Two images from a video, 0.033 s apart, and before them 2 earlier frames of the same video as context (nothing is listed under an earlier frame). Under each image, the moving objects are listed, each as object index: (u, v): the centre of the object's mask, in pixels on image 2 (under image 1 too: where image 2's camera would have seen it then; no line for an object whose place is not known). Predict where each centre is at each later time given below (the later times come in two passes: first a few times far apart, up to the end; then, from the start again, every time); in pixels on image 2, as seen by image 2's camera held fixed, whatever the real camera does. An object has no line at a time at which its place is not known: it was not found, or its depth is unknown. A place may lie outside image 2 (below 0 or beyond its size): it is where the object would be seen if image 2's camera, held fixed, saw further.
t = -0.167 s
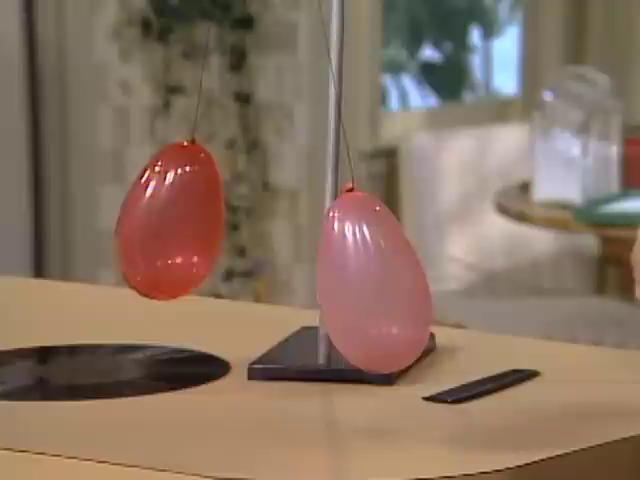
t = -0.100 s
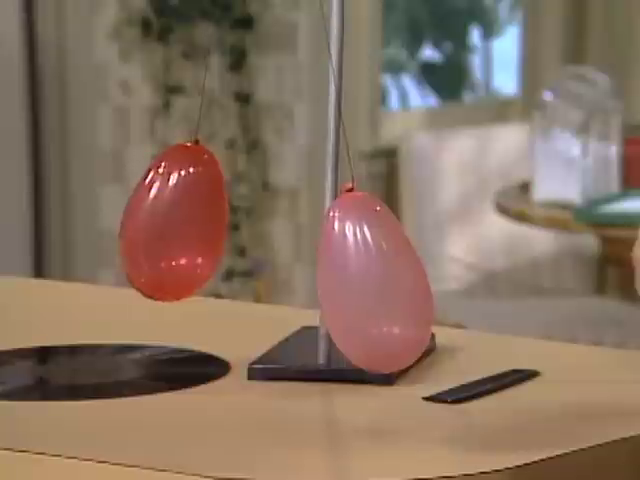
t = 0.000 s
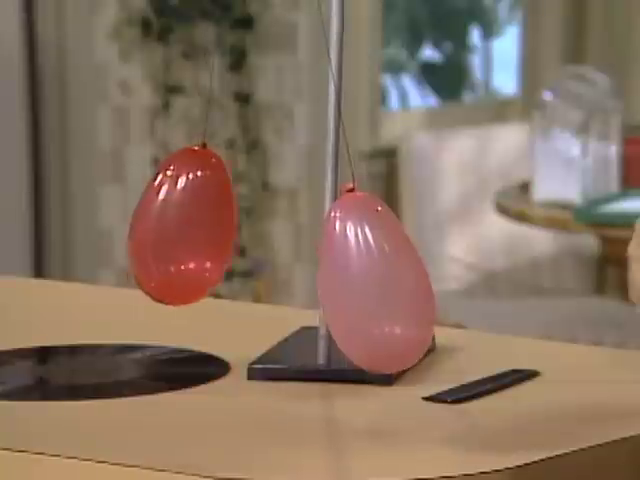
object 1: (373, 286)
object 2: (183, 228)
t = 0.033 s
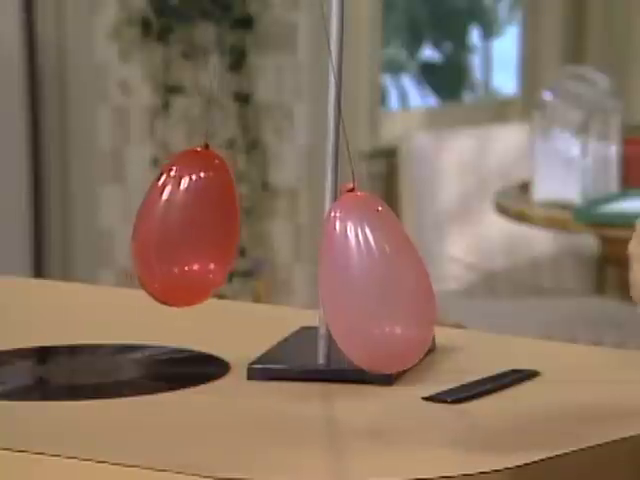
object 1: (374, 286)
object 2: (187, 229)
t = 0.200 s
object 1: (376, 286)
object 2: (207, 236)
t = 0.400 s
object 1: (378, 286)
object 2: (230, 242)
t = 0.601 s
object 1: (381, 285)
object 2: (247, 244)
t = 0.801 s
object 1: (380, 285)
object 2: (252, 241)
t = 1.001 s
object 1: (375, 287)
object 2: (249, 236)
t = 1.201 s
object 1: (365, 289)
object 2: (243, 231)
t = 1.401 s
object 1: (353, 291)
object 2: (235, 226)
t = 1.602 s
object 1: (341, 291)
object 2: (229, 224)
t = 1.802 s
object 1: (337, 290)
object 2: (226, 221)
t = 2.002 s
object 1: (337, 291)
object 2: (226, 218)
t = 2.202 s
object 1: (341, 292)
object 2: (228, 214)
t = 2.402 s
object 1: (345, 292)
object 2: (236, 216)
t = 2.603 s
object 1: (349, 292)
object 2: (249, 223)
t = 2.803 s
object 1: (350, 291)
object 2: (260, 231)
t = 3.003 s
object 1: (349, 291)
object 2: (268, 238)
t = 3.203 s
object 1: (346, 292)
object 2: (270, 240)
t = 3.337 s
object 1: (343, 292)
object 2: (268, 239)
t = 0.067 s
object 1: (374, 286)
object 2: (190, 231)
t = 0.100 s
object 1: (375, 286)
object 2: (194, 232)
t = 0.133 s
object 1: (375, 286)
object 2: (198, 233)
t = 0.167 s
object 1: (375, 286)
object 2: (202, 235)
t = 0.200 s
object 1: (376, 286)
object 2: (207, 236)
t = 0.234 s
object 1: (376, 286)
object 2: (211, 237)
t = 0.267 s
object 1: (377, 286)
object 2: (215, 239)
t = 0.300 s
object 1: (377, 286)
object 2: (219, 239)
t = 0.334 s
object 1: (377, 286)
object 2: (223, 240)
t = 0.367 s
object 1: (378, 286)
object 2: (227, 241)
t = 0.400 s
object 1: (378, 286)
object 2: (230, 242)
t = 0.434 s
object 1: (379, 286)
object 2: (234, 243)
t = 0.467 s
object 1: (379, 286)
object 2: (237, 243)
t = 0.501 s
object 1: (380, 286)
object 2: (240, 244)
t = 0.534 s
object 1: (380, 286)
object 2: (242, 244)
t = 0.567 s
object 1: (381, 285)
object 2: (245, 244)
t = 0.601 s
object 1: (381, 285)
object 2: (247, 244)
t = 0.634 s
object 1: (381, 285)
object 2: (248, 244)
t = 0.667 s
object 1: (381, 285)
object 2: (250, 243)
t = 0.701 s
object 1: (381, 285)
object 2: (251, 243)
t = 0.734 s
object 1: (381, 285)
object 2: (251, 242)
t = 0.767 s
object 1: (381, 285)
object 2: (252, 242)
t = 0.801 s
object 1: (380, 285)
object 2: (252, 241)
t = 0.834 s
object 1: (380, 285)
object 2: (252, 240)
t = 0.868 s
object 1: (379, 286)
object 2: (252, 240)
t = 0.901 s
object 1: (378, 286)
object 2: (252, 239)
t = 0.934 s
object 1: (377, 286)
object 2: (251, 238)
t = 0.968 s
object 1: (376, 287)
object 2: (250, 237)
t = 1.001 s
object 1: (375, 287)
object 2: (249, 236)
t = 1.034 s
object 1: (374, 288)
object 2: (249, 235)
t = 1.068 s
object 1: (373, 288)
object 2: (248, 234)
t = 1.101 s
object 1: (371, 288)
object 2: (247, 233)
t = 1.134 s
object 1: (369, 289)
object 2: (246, 232)
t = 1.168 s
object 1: (367, 289)
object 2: (245, 232)
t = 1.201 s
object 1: (365, 289)
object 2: (243, 231)
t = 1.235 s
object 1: (363, 289)
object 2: (242, 229)
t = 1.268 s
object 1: (361, 290)
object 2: (240, 228)
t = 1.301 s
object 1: (359, 290)
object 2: (239, 228)
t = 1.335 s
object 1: (357, 290)
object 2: (238, 227)
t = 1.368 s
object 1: (355, 290)
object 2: (237, 226)
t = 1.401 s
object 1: (353, 291)
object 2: (235, 226)
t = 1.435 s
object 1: (350, 291)
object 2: (234, 225)
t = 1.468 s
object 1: (348, 291)
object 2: (233, 225)
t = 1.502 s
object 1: (346, 291)
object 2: (232, 224)
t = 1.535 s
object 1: (345, 290)
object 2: (231, 224)
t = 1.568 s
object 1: (343, 291)
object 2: (230, 224)
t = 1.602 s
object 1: (341, 291)
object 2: (229, 224)
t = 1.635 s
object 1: (340, 291)
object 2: (228, 223)
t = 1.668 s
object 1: (339, 291)
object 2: (228, 223)
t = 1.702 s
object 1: (338, 291)
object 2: (227, 223)
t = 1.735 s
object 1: (337, 290)
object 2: (227, 222)
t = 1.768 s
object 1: (337, 290)
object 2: (227, 222)
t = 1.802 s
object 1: (337, 290)
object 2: (226, 221)
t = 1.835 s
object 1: (337, 290)
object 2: (226, 221)
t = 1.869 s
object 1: (336, 290)
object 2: (226, 220)
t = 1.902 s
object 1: (336, 290)
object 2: (226, 220)
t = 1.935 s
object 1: (337, 290)
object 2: (226, 219)
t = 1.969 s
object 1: (337, 291)
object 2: (226, 218)
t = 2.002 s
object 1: (337, 291)
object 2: (226, 218)
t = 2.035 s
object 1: (338, 291)
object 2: (226, 217)
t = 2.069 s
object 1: (338, 291)
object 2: (226, 216)
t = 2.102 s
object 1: (339, 291)
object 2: (226, 216)
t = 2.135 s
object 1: (339, 291)
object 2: (227, 215)
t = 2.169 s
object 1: (340, 292)
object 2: (227, 214)
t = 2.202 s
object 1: (341, 292)
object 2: (228, 214)
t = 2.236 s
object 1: (341, 292)
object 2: (229, 214)
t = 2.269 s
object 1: (342, 292)
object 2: (230, 214)
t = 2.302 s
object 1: (343, 292)
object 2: (231, 214)
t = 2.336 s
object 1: (344, 292)
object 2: (232, 214)
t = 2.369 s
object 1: (344, 292)
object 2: (234, 215)
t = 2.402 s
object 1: (345, 292)
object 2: (236, 216)
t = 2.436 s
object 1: (346, 292)
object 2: (237, 216)
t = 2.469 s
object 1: (347, 292)
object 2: (239, 217)
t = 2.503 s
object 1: (347, 292)
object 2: (242, 218)
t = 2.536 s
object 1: (348, 292)
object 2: (244, 219)
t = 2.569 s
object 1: (348, 292)
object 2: (246, 221)
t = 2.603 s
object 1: (349, 292)
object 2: (249, 223)
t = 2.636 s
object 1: (349, 292)
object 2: (251, 224)
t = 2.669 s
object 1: (350, 292)
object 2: (253, 225)
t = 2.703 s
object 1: (350, 292)
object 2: (255, 227)
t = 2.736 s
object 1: (350, 292)
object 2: (257, 228)
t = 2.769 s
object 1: (350, 292)
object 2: (259, 230)
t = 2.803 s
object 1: (350, 291)
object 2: (260, 231)
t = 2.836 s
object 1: (350, 291)
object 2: (262, 232)
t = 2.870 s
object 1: (350, 291)
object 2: (264, 234)
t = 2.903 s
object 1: (350, 291)
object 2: (265, 235)
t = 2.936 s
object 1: (350, 291)
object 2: (265, 236)
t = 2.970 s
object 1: (349, 291)
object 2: (266, 237)
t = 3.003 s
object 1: (349, 291)
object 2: (268, 238)
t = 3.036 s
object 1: (349, 291)
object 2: (269, 239)
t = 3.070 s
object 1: (348, 291)
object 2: (269, 239)
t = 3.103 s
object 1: (348, 291)
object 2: (269, 240)
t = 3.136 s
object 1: (347, 291)
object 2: (270, 240)
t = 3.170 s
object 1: (347, 291)
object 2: (270, 240)
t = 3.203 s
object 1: (346, 292)
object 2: (270, 240)
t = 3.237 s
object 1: (345, 292)
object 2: (270, 240)
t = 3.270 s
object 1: (345, 291)
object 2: (269, 240)
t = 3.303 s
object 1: (344, 291)
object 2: (269, 240)
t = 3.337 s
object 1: (343, 292)
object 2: (268, 239)
